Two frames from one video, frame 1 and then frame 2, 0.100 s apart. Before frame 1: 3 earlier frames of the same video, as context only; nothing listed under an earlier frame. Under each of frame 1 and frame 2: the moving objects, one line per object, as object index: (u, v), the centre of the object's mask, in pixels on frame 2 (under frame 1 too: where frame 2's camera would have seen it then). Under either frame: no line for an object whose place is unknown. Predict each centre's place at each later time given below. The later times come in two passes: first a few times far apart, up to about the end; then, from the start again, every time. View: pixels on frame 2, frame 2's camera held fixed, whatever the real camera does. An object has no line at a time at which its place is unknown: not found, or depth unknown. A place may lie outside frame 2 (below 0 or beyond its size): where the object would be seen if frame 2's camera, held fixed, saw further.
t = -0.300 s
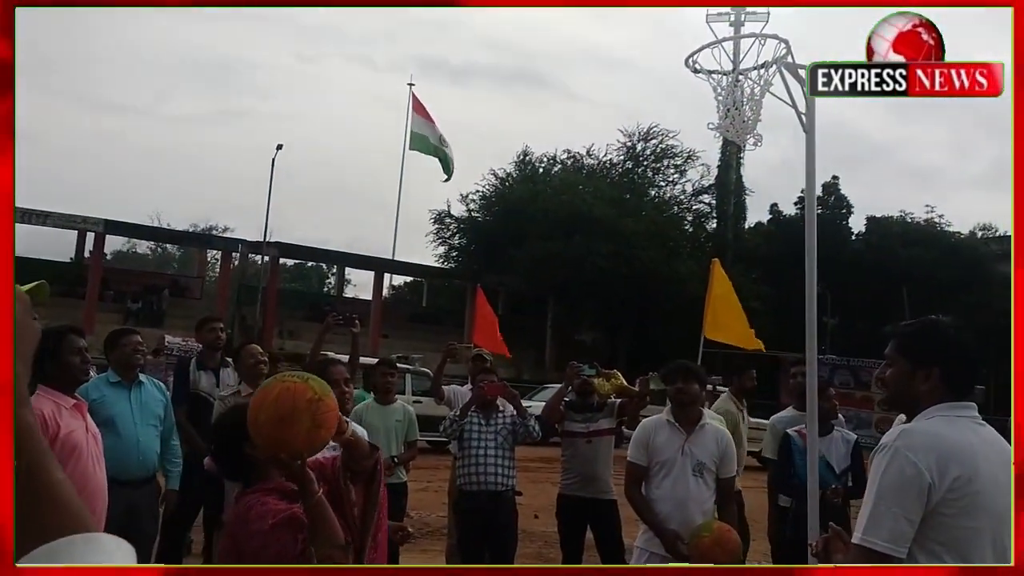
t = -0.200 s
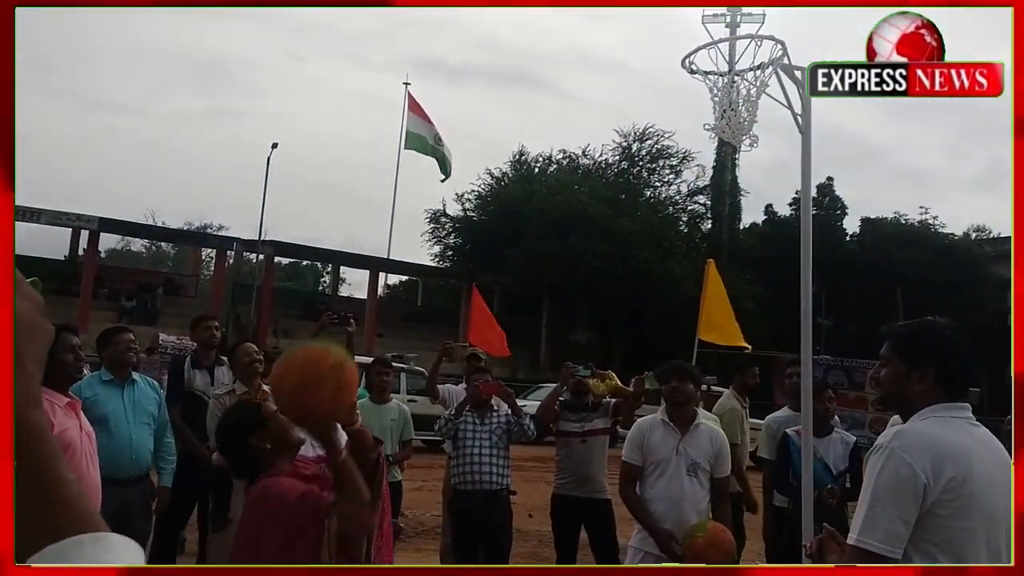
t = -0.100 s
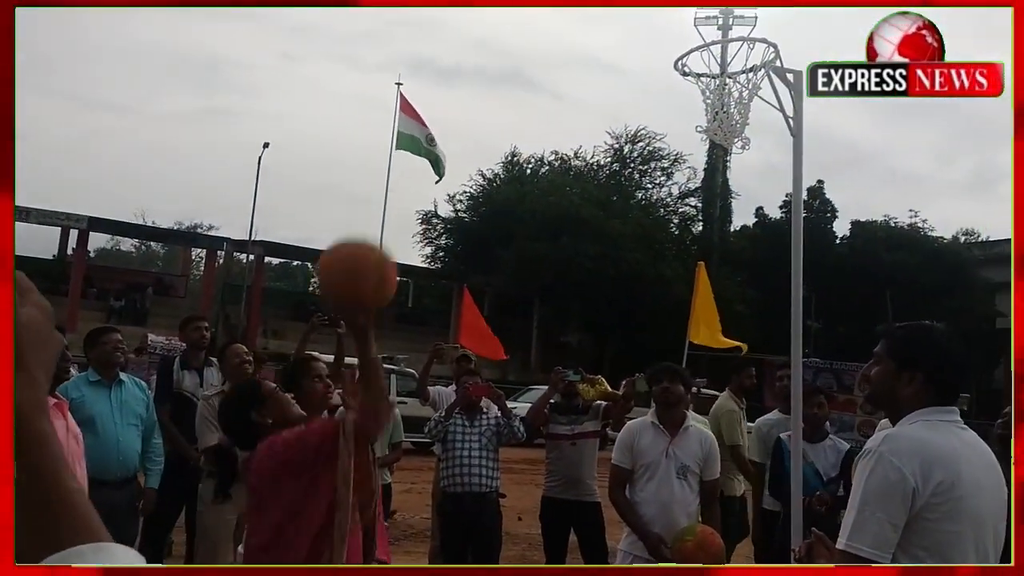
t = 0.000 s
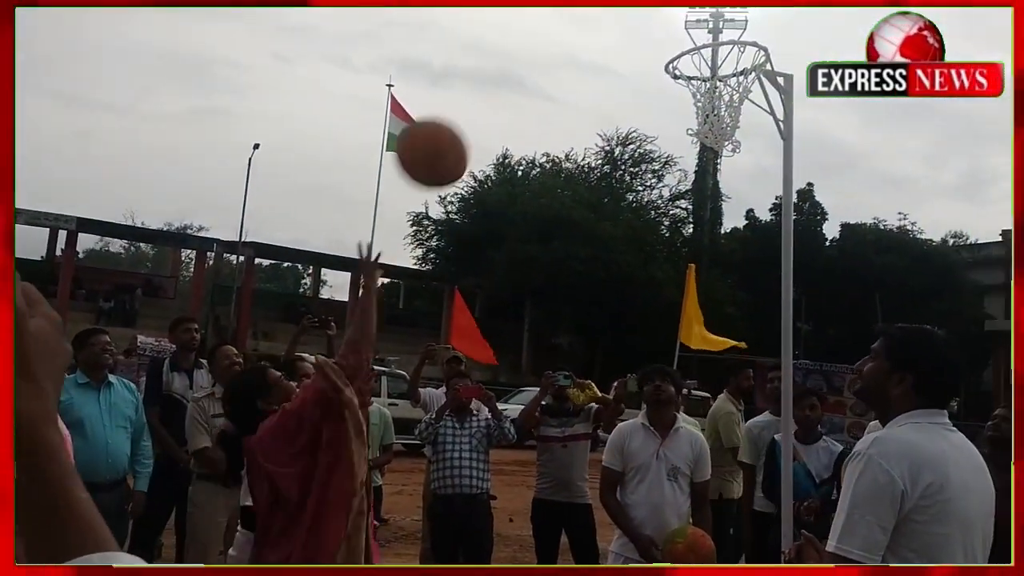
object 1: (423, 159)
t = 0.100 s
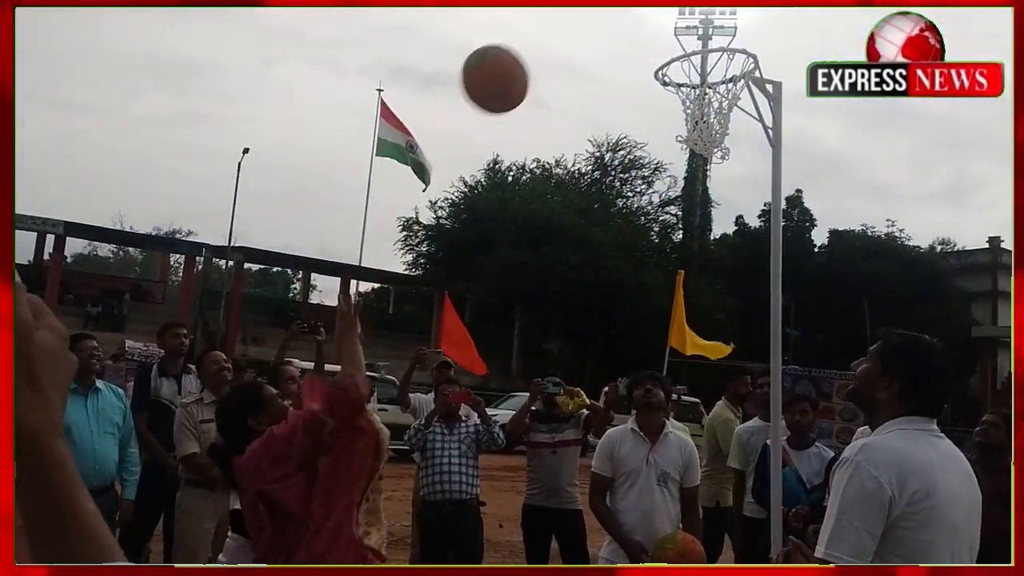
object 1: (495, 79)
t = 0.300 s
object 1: (610, 23)
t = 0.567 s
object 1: (712, 54)
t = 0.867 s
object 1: (777, 54)
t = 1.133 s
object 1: (826, 104)
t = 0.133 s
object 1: (517, 61)
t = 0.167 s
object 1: (538, 46)
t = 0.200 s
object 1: (557, 35)
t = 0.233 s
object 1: (575, 30)
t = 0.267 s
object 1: (593, 26)
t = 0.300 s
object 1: (610, 23)
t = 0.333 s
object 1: (625, 23)
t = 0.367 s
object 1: (639, 26)
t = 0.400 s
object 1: (653, 34)
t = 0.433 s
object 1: (665, 40)
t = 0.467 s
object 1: (678, 54)
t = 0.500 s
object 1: (690, 59)
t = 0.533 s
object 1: (700, 55)
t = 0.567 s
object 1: (712, 54)
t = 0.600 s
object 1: (723, 54)
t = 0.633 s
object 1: (730, 52)
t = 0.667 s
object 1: (737, 50)
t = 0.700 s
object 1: (745, 50)
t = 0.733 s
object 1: (751, 49)
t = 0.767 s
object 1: (762, 53)
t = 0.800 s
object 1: (768, 50)
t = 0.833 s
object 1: (772, 52)
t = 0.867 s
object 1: (777, 54)
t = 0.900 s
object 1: (783, 57)
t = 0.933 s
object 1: (788, 60)
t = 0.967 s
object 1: (795, 60)
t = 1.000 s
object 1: (800, 65)
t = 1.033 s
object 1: (807, 71)
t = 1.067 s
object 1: (816, 77)
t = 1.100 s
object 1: (820, 90)
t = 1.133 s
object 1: (826, 104)
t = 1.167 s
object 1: (833, 119)
